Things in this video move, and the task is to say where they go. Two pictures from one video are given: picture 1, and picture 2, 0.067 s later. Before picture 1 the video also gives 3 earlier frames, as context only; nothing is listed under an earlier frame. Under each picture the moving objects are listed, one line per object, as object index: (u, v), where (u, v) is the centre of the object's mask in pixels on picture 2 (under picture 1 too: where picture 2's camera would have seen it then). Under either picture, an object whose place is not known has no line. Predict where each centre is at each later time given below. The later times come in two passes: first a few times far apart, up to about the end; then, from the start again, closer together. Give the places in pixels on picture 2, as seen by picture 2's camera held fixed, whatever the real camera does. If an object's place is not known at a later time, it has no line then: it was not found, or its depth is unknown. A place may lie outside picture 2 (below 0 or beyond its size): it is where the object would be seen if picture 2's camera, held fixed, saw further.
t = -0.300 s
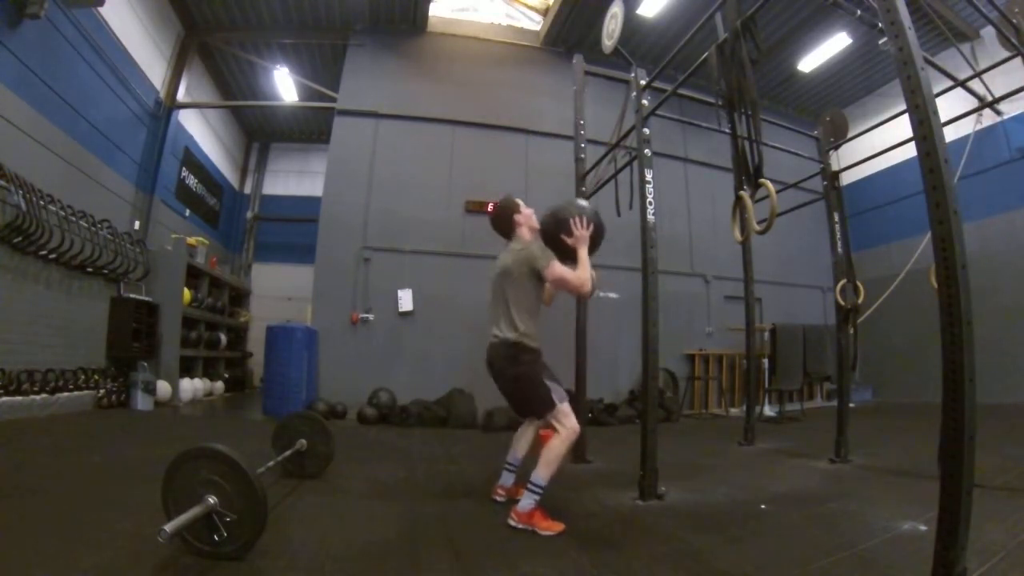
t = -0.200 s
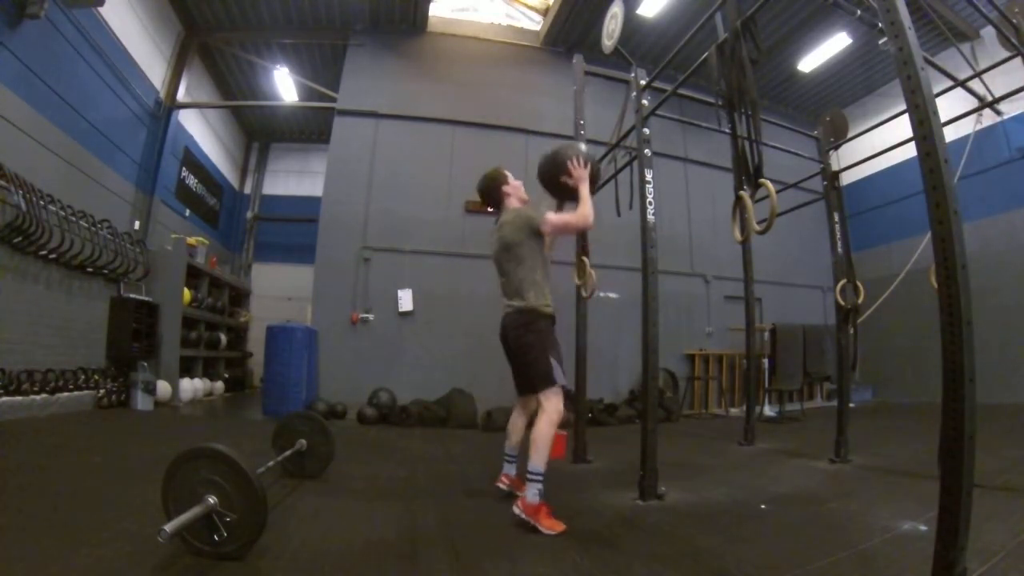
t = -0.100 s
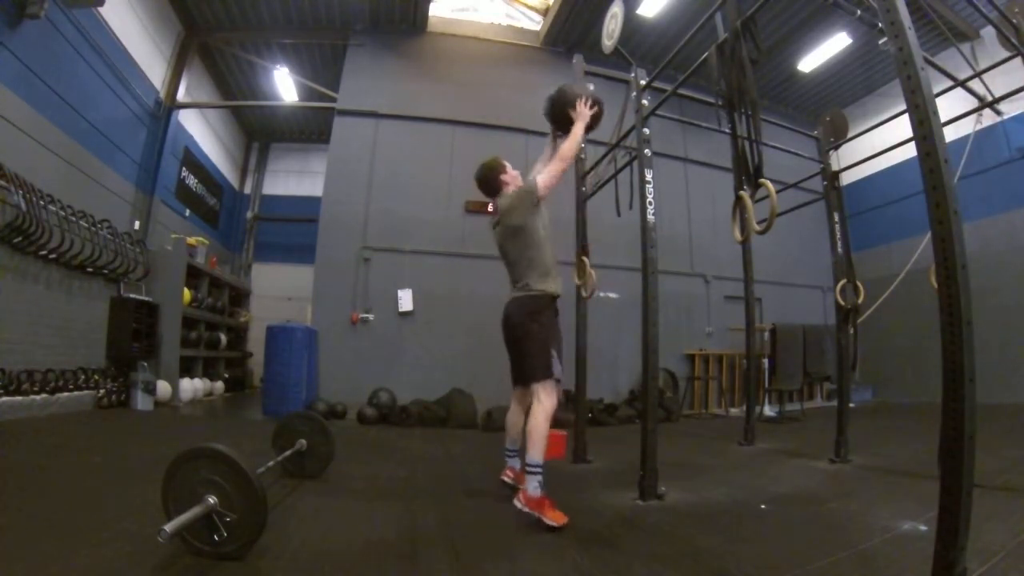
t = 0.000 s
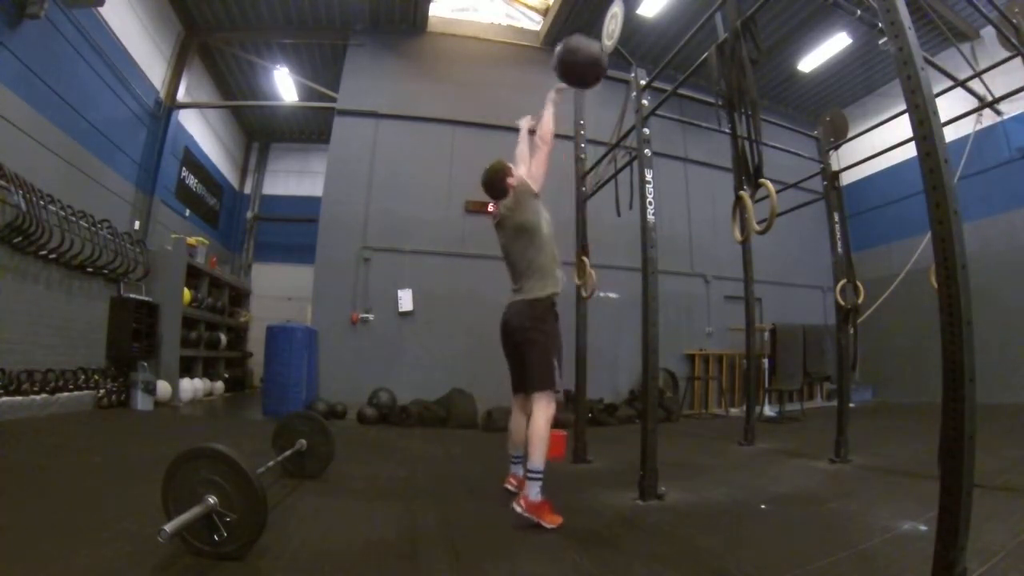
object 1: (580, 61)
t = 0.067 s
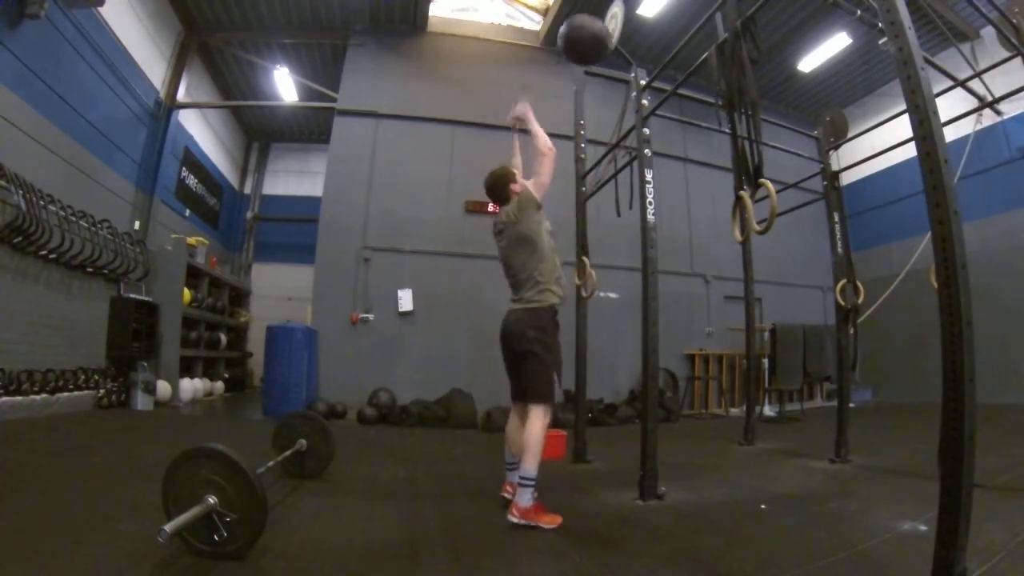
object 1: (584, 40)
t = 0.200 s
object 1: (593, 17)
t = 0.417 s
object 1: (587, 15)
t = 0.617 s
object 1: (579, 55)
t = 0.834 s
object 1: (574, 179)
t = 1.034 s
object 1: (562, 402)
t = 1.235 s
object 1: (561, 435)
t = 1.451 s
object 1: (566, 402)
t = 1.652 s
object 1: (571, 443)
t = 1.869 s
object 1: (581, 459)
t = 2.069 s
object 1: (592, 470)
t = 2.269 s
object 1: (601, 467)
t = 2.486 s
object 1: (609, 466)
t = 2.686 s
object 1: (610, 467)
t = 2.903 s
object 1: (609, 467)
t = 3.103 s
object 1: (606, 468)
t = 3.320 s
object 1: (602, 469)
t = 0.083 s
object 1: (585, 36)
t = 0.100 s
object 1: (586, 31)
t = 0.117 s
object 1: (588, 27)
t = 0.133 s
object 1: (589, 25)
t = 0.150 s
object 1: (590, 22)
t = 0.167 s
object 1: (592, 20)
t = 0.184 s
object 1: (592, 18)
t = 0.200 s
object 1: (593, 17)
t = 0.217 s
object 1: (594, 17)
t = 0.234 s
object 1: (594, 16)
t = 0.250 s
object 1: (594, 16)
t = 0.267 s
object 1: (593, 15)
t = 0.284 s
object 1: (592, 15)
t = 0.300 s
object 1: (591, 14)
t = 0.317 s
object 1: (590, 14)
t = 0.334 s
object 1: (589, 14)
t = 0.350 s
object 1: (589, 14)
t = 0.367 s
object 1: (588, 14)
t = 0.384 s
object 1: (588, 14)
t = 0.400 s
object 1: (587, 15)
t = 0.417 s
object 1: (587, 15)
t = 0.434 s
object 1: (585, 17)
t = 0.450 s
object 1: (586, 17)
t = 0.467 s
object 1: (583, 24)
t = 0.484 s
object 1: (583, 24)
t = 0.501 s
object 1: (582, 26)
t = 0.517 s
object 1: (582, 27)
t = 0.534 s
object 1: (582, 30)
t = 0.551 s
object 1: (581, 35)
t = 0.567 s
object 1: (581, 39)
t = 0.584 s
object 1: (580, 44)
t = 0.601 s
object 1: (580, 49)
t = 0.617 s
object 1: (579, 55)
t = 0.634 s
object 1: (579, 61)
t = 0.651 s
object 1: (578, 68)
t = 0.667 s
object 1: (578, 75)
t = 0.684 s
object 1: (577, 83)
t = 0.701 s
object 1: (577, 90)
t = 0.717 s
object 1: (576, 98)
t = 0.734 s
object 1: (577, 105)
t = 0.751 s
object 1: (576, 112)
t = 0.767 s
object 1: (576, 130)
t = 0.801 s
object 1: (574, 153)
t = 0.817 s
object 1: (574, 165)
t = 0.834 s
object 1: (574, 179)
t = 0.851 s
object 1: (573, 193)
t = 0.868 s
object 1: (573, 208)
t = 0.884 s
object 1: (572, 224)
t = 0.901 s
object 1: (571, 241)
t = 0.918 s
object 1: (570, 258)
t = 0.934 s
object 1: (569, 277)
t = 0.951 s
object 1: (569, 296)
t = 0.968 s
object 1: (568, 316)
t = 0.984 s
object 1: (566, 339)
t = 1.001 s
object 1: (565, 361)
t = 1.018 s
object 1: (564, 382)
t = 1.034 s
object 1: (562, 402)
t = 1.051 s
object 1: (561, 425)
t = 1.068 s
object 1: (560, 448)
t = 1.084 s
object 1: (558, 474)
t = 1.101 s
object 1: (557, 490)
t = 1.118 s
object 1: (556, 487)
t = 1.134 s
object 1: (556, 481)
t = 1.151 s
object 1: (557, 474)
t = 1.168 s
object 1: (558, 463)
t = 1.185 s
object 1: (558, 454)
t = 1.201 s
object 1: (560, 447)
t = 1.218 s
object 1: (560, 441)
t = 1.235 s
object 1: (561, 435)
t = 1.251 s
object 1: (561, 430)
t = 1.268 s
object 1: (562, 426)
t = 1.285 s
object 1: (562, 421)
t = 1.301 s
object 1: (563, 418)
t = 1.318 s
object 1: (563, 413)
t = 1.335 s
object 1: (563, 410)
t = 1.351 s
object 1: (564, 407)
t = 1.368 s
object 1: (564, 406)
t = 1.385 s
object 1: (565, 404)
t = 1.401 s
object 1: (565, 403)
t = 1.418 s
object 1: (565, 402)
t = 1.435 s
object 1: (566, 402)
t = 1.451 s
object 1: (566, 402)
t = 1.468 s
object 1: (566, 403)
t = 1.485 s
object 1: (566, 404)
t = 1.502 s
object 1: (566, 405)
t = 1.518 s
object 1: (567, 408)
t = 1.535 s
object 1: (567, 410)
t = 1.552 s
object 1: (568, 413)
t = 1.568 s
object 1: (569, 418)
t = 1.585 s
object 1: (568, 421)
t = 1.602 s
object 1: (570, 426)
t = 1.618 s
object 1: (571, 430)
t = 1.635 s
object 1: (571, 437)
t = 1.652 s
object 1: (571, 443)
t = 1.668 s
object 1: (571, 450)
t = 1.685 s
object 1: (572, 456)
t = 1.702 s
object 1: (572, 463)
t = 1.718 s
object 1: (572, 470)
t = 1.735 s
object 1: (572, 476)
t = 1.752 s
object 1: (572, 475)
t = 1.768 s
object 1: (574, 473)
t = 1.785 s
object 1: (575, 470)
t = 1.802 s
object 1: (576, 467)
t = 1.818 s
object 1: (577, 466)
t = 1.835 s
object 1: (578, 464)
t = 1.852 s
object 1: (580, 460)
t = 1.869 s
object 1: (581, 459)
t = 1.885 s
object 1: (582, 458)
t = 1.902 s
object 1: (583, 458)
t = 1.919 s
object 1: (584, 458)
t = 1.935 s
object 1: (585, 458)
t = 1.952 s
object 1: (586, 459)
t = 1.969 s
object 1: (587, 460)
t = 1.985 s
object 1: (588, 462)
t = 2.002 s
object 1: (588, 465)
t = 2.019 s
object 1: (590, 467)
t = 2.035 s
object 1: (591, 470)
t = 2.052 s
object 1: (591, 470)
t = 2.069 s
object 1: (592, 470)
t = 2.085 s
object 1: (594, 468)
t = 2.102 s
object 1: (594, 468)
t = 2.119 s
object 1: (595, 467)
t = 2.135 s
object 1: (596, 466)
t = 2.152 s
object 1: (597, 465)
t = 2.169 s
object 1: (597, 465)
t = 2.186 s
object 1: (598, 466)
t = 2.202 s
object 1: (599, 466)
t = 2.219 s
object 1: (600, 467)
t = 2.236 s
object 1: (600, 467)
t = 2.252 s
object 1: (601, 468)
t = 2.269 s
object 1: (601, 467)
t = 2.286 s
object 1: (602, 467)
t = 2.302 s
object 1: (603, 467)
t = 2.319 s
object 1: (604, 466)
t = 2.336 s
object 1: (604, 466)
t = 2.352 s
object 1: (606, 467)
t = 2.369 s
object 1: (606, 467)
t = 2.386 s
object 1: (607, 467)
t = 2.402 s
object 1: (607, 467)
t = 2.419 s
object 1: (608, 467)
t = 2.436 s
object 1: (608, 467)
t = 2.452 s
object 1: (608, 467)
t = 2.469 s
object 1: (608, 466)
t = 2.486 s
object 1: (609, 466)
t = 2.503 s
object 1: (609, 466)
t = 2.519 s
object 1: (609, 466)
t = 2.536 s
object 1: (610, 467)
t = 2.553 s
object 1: (610, 466)
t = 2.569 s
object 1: (610, 466)
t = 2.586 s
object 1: (610, 466)
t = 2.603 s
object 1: (610, 466)
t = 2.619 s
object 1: (610, 466)
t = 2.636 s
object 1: (610, 466)
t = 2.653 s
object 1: (610, 467)
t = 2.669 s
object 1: (610, 467)
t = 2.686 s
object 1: (610, 467)
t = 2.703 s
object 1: (610, 467)
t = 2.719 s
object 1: (610, 466)
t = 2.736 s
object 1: (610, 467)
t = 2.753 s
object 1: (610, 467)
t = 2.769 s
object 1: (610, 467)
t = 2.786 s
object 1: (610, 467)
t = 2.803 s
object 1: (610, 467)
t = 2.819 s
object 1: (610, 467)
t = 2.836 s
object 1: (610, 467)
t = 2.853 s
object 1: (609, 467)
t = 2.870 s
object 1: (609, 467)
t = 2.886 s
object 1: (609, 467)
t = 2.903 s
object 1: (609, 467)
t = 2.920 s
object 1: (609, 467)
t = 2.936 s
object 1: (609, 467)
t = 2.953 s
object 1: (609, 467)
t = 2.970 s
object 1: (608, 467)
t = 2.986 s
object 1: (608, 467)
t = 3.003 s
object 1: (608, 468)
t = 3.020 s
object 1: (607, 468)
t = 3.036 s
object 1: (607, 468)
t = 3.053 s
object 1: (607, 467)
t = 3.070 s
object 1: (607, 467)
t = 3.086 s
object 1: (607, 467)
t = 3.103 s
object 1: (606, 468)
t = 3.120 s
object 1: (606, 468)
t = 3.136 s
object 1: (606, 468)
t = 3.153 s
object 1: (606, 468)
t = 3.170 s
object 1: (605, 469)
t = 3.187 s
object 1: (605, 468)
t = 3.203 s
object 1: (605, 468)
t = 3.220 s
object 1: (604, 469)
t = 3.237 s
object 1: (604, 468)
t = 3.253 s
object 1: (603, 468)
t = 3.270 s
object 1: (603, 469)
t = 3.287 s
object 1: (603, 469)
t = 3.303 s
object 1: (603, 468)
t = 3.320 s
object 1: (602, 469)
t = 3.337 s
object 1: (602, 469)
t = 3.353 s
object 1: (601, 469)
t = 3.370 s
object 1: (601, 469)
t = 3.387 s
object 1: (601, 469)
